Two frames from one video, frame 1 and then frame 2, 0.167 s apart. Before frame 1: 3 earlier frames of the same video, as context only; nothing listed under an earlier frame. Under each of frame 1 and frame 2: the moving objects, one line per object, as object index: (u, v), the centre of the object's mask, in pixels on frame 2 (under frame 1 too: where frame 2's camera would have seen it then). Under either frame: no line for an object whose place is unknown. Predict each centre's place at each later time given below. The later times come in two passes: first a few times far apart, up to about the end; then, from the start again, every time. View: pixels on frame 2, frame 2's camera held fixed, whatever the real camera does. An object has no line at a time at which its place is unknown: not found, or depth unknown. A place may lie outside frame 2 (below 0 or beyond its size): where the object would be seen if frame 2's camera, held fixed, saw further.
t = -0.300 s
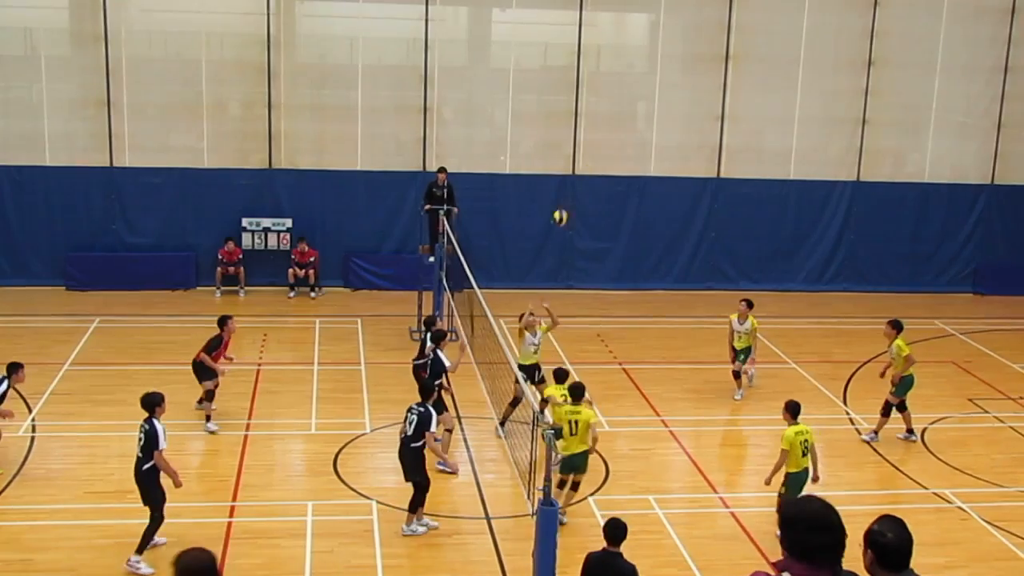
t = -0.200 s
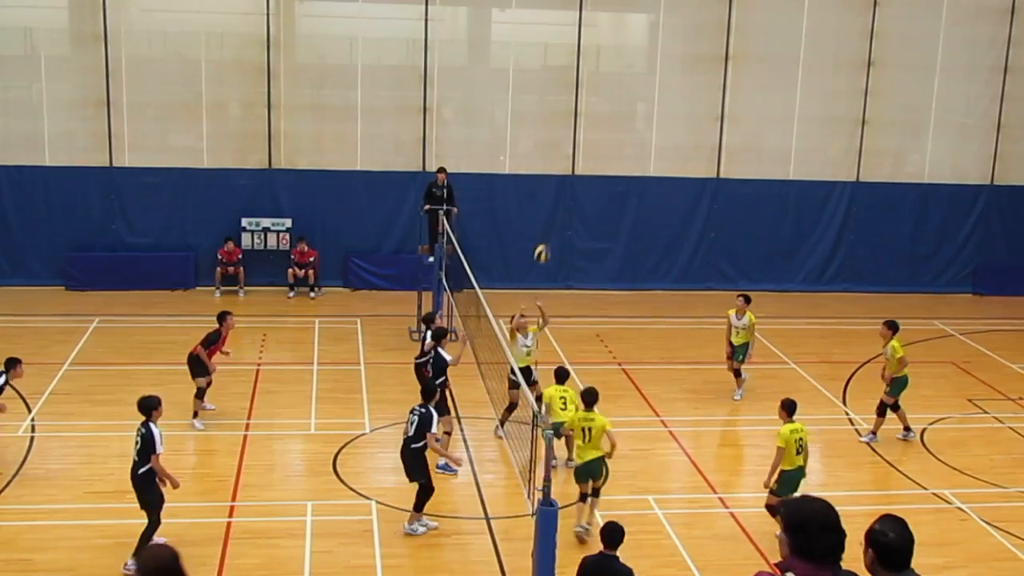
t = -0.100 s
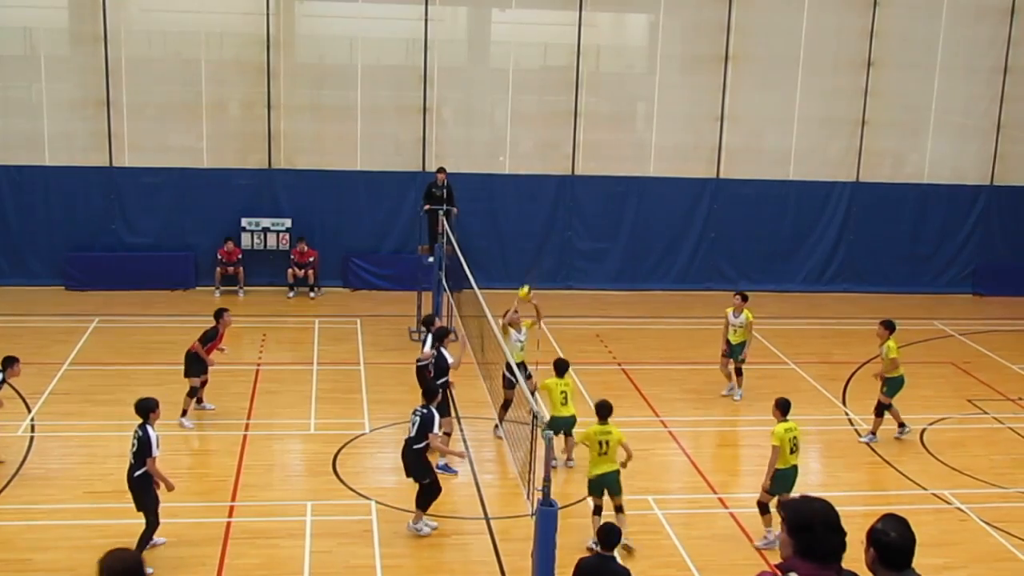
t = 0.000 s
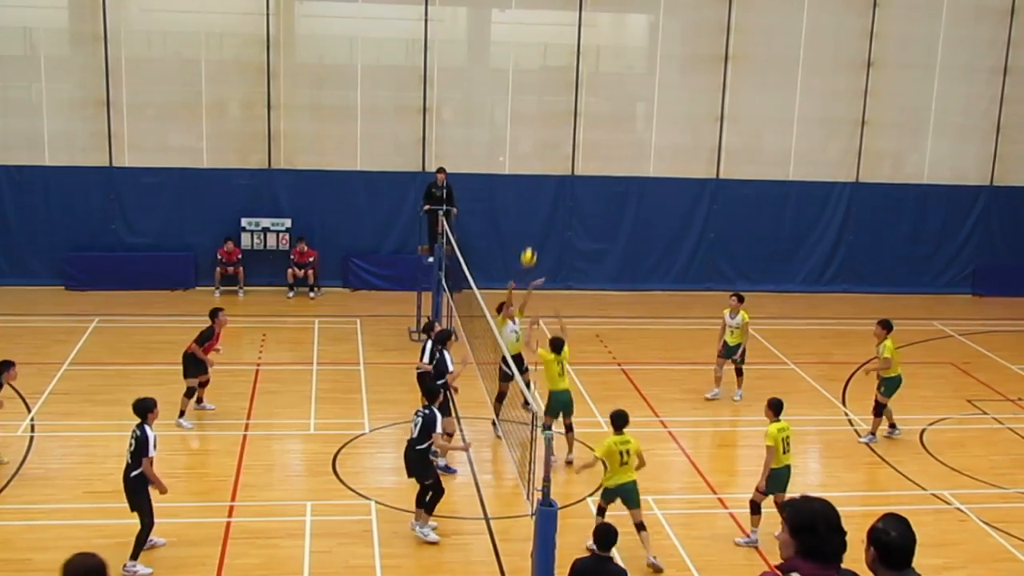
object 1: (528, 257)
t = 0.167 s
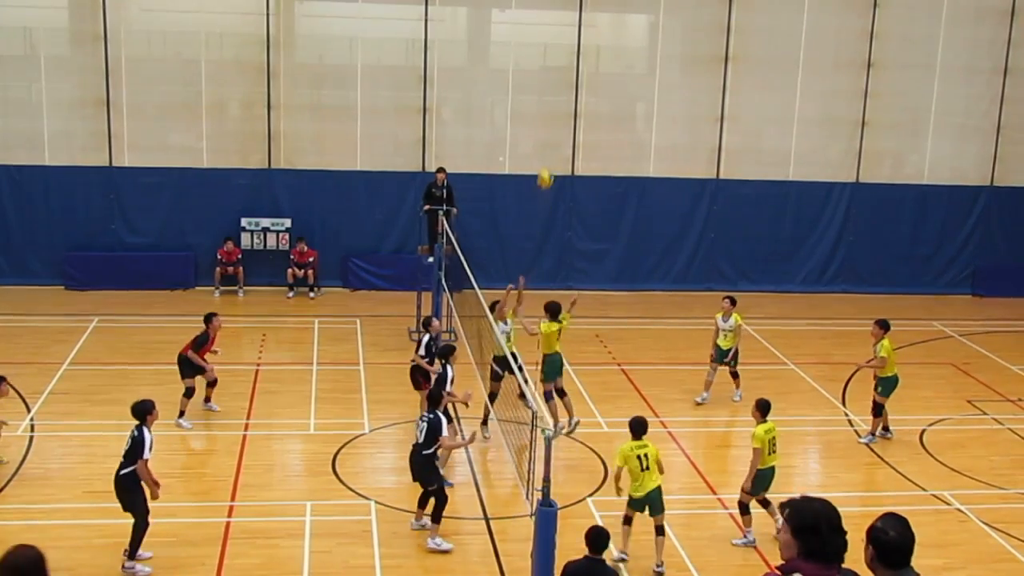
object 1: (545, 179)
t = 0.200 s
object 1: (548, 164)
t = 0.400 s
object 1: (567, 96)
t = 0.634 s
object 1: (589, 50)
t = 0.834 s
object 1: (606, 47)
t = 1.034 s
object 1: (623, 82)
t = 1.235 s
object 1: (639, 154)
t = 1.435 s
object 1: (653, 267)
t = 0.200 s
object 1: (548, 164)
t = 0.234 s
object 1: (551, 150)
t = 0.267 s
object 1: (555, 139)
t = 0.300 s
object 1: (558, 127)
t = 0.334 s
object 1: (561, 116)
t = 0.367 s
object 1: (564, 106)
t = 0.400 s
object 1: (567, 96)
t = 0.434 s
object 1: (571, 87)
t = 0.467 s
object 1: (574, 79)
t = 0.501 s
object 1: (577, 71)
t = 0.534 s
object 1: (580, 64)
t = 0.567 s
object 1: (583, 58)
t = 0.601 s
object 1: (586, 54)
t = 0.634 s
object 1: (589, 50)
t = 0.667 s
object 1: (592, 47)
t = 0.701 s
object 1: (595, 46)
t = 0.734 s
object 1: (598, 45)
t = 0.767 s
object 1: (601, 45)
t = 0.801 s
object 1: (603, 45)
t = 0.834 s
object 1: (606, 47)
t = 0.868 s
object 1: (609, 50)
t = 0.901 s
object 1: (612, 55)
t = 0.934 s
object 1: (615, 60)
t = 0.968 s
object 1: (617, 66)
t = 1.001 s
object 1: (620, 73)
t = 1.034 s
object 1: (623, 82)
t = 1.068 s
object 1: (626, 91)
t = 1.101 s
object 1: (629, 102)
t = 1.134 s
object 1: (631, 114)
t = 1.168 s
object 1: (634, 126)
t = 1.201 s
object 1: (636, 140)
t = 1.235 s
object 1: (639, 154)
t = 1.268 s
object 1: (641, 171)
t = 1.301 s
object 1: (644, 188)
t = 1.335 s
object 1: (646, 206)
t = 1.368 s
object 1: (648, 226)
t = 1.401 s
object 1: (651, 245)
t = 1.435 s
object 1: (653, 267)
